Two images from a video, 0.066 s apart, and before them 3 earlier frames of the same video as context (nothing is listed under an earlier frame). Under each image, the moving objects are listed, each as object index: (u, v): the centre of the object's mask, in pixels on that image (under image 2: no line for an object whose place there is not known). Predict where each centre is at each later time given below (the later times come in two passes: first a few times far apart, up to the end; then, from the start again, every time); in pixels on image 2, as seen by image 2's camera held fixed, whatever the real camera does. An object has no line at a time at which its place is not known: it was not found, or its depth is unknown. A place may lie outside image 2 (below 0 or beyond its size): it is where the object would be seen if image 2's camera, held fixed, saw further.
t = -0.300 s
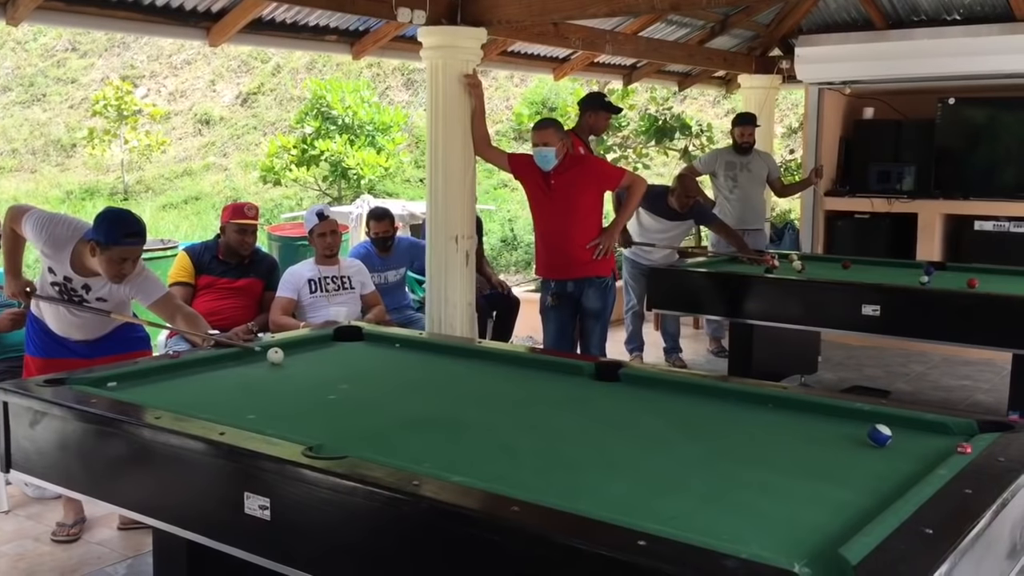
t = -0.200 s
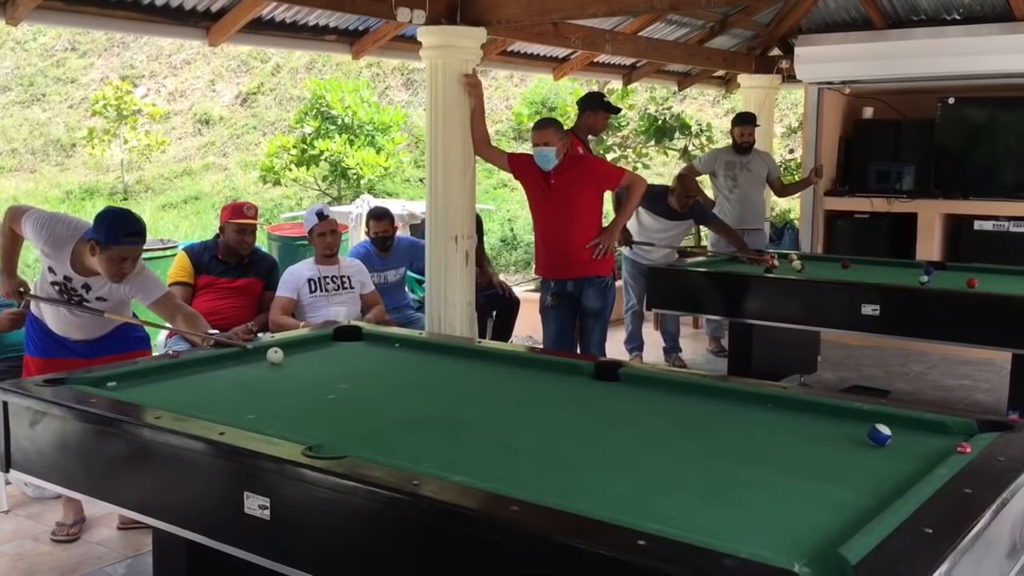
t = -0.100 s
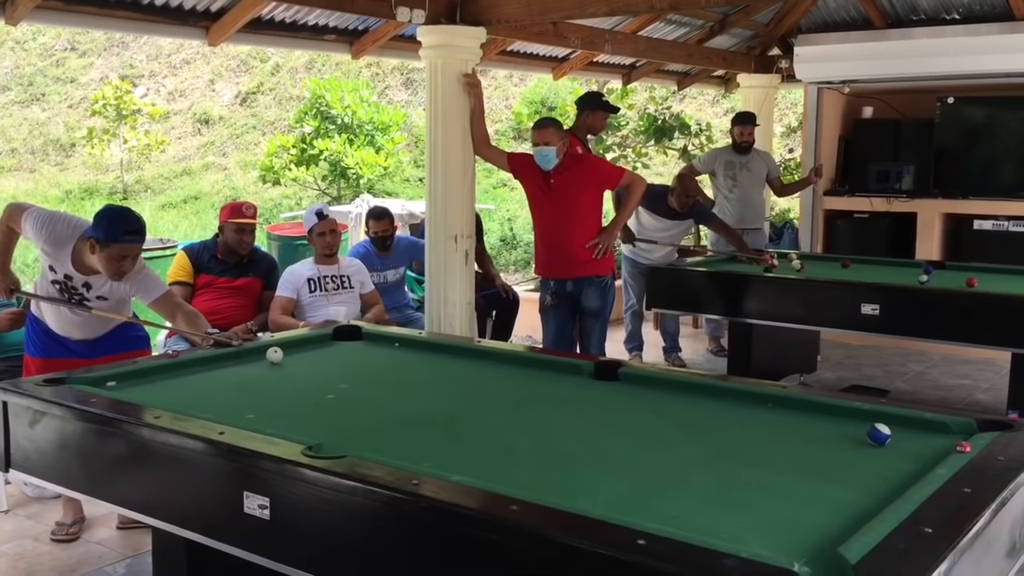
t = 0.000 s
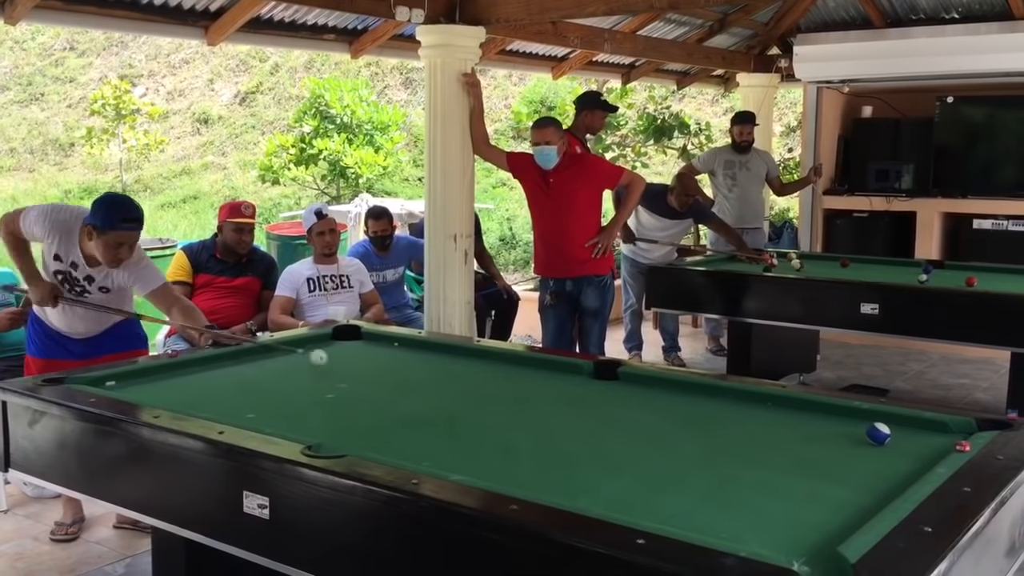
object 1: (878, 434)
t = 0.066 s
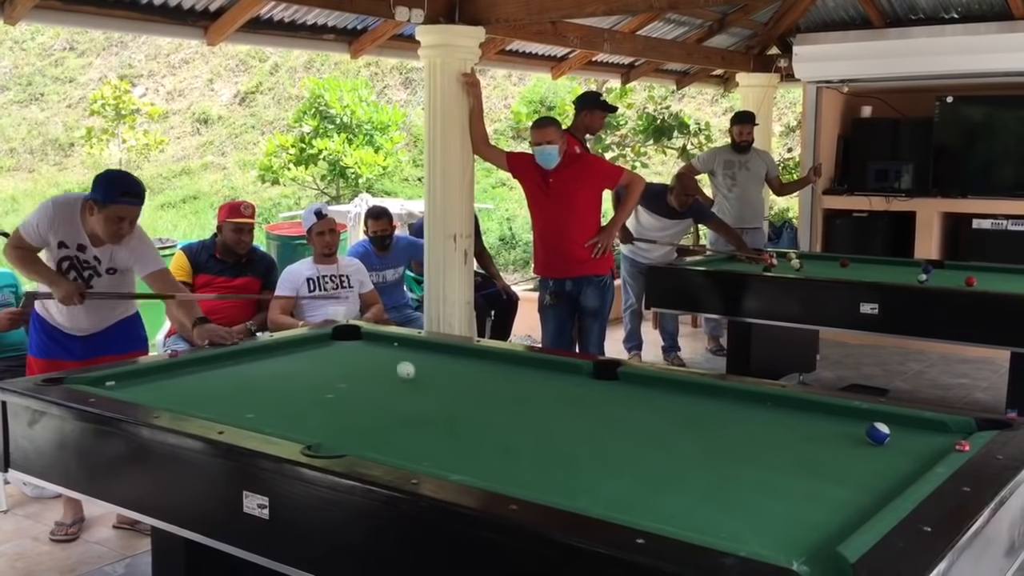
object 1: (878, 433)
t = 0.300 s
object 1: (878, 433)
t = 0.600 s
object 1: (771, 405)
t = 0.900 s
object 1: (608, 375)
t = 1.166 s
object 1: (485, 360)
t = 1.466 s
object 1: (367, 346)
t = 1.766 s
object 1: (328, 345)
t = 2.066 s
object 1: (353, 358)
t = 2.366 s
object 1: (381, 373)
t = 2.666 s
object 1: (409, 389)
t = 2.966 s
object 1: (441, 407)
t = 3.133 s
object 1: (461, 417)
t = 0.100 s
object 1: (878, 433)
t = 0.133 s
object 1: (878, 433)
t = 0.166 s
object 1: (878, 433)
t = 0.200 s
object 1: (878, 433)
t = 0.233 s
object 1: (878, 433)
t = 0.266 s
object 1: (878, 433)
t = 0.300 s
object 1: (878, 433)
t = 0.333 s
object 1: (878, 433)
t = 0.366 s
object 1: (917, 437)
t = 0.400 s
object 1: (946, 439)
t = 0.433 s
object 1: (912, 432)
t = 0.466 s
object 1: (879, 425)
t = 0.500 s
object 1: (848, 420)
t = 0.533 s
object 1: (820, 414)
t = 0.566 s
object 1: (793, 409)
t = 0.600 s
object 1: (771, 405)
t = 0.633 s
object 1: (750, 400)
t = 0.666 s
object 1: (728, 396)
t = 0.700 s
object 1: (711, 392)
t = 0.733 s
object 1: (694, 389)
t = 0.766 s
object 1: (676, 385)
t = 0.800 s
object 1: (659, 382)
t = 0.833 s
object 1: (640, 381)
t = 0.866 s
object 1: (624, 377)
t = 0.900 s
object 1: (608, 375)
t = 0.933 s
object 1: (589, 374)
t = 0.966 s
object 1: (576, 371)
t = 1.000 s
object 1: (560, 370)
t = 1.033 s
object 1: (544, 368)
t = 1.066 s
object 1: (529, 365)
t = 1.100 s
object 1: (513, 364)
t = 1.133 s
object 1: (500, 362)
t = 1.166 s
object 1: (485, 360)
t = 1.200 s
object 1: (470, 358)
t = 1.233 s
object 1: (458, 356)
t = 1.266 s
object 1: (444, 354)
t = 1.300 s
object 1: (431, 353)
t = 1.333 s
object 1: (418, 351)
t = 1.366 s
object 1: (404, 350)
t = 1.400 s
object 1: (391, 349)
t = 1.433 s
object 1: (380, 347)
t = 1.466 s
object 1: (367, 346)
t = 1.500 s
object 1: (356, 343)
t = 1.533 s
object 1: (343, 343)
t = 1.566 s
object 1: (331, 341)
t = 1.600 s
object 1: (320, 340)
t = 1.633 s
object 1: (316, 339)
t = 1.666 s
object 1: (320, 341)
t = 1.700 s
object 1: (322, 343)
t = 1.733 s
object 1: (325, 344)
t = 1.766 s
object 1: (328, 345)
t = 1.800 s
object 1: (331, 347)
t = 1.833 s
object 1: (334, 348)
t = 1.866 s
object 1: (336, 350)
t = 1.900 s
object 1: (339, 352)
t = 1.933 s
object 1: (342, 353)
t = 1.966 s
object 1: (345, 354)
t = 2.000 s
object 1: (347, 356)
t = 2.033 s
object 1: (350, 357)
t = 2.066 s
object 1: (353, 358)
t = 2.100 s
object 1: (355, 361)
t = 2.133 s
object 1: (359, 362)
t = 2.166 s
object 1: (362, 363)
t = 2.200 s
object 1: (365, 365)
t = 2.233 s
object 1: (368, 367)
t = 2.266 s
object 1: (371, 368)
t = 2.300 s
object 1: (374, 370)
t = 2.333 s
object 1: (377, 372)
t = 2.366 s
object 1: (381, 373)
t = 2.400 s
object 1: (383, 375)
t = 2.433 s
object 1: (386, 377)
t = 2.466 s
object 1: (390, 378)
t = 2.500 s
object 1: (393, 380)
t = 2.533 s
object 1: (396, 382)
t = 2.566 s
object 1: (399, 384)
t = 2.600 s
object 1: (403, 385)
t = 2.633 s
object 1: (406, 388)
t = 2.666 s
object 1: (409, 389)
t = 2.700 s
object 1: (413, 390)
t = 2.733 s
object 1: (416, 393)
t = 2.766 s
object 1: (420, 395)
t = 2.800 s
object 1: (424, 397)
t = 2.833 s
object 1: (427, 398)
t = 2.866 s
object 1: (431, 401)
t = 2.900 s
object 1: (434, 402)
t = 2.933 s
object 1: (438, 404)
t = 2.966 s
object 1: (441, 407)
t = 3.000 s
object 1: (445, 409)
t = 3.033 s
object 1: (449, 411)
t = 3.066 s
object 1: (454, 412)
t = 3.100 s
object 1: (457, 415)
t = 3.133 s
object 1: (461, 417)
